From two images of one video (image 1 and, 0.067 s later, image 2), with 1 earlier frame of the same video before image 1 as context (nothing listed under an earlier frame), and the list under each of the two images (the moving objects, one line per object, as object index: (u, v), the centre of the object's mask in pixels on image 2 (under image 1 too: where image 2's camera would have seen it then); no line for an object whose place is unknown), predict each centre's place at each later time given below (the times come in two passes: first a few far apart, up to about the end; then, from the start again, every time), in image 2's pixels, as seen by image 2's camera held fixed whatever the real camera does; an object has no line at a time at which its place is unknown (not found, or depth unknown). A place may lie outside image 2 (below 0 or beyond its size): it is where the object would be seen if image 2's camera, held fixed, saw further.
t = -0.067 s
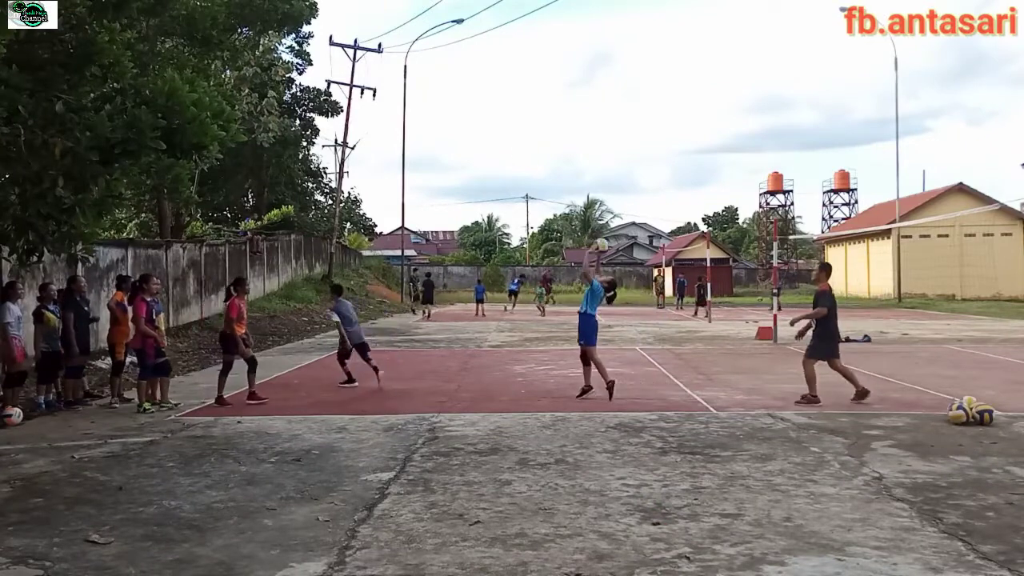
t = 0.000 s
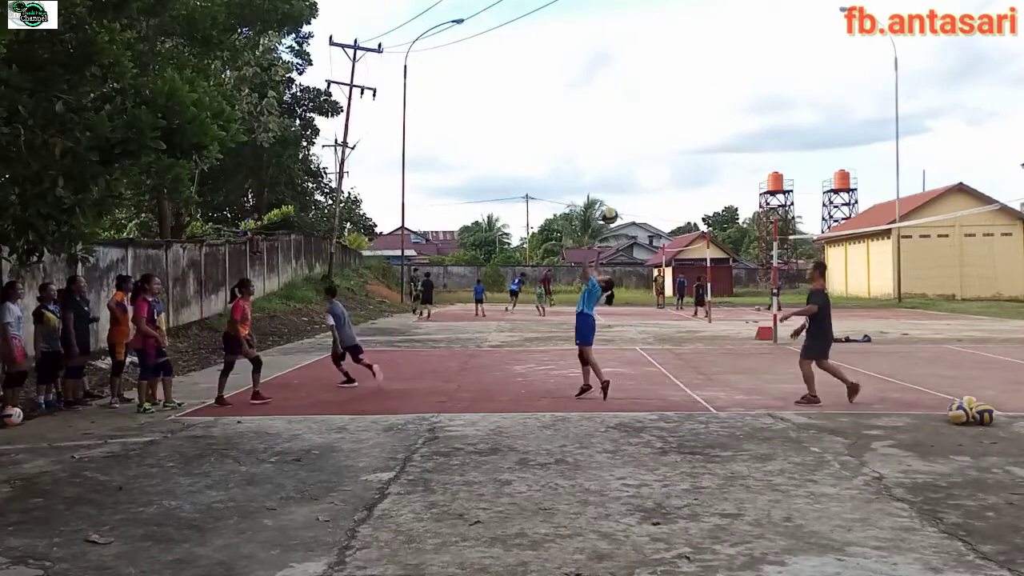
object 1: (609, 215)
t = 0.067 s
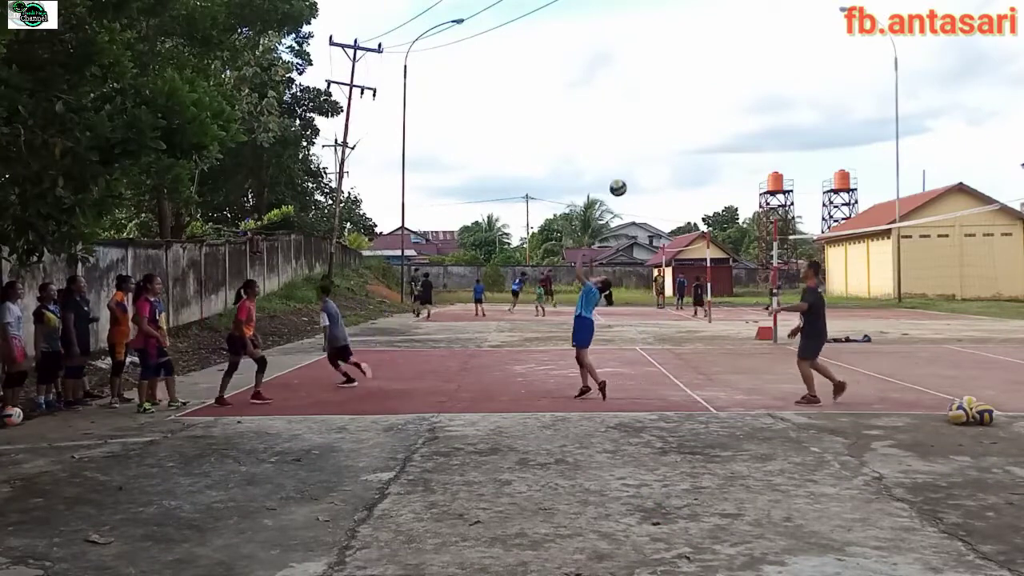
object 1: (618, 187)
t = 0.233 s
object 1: (640, 135)
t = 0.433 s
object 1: (666, 103)
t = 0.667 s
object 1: (698, 106)
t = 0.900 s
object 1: (730, 152)
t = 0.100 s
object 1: (622, 175)
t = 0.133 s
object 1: (626, 163)
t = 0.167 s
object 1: (631, 153)
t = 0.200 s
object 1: (635, 143)
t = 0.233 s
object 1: (640, 135)
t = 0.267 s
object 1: (644, 127)
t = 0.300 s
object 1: (649, 120)
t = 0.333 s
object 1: (653, 115)
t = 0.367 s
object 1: (657, 110)
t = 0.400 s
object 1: (662, 106)
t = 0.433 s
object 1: (666, 103)
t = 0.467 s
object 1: (671, 101)
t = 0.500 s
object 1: (675, 99)
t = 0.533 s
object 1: (680, 99)
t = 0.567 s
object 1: (684, 99)
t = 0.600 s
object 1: (689, 101)
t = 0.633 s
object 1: (693, 103)
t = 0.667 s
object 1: (698, 106)
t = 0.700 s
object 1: (703, 110)
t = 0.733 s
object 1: (707, 115)
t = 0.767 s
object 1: (712, 121)
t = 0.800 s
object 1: (716, 127)
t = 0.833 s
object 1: (721, 135)
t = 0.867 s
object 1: (725, 143)
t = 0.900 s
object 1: (730, 152)
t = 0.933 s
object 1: (734, 162)
